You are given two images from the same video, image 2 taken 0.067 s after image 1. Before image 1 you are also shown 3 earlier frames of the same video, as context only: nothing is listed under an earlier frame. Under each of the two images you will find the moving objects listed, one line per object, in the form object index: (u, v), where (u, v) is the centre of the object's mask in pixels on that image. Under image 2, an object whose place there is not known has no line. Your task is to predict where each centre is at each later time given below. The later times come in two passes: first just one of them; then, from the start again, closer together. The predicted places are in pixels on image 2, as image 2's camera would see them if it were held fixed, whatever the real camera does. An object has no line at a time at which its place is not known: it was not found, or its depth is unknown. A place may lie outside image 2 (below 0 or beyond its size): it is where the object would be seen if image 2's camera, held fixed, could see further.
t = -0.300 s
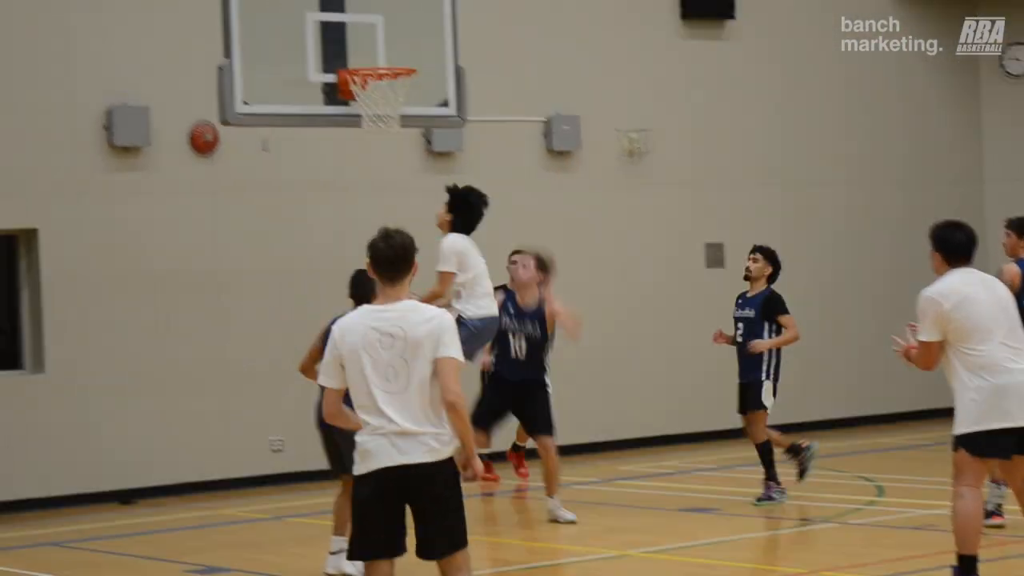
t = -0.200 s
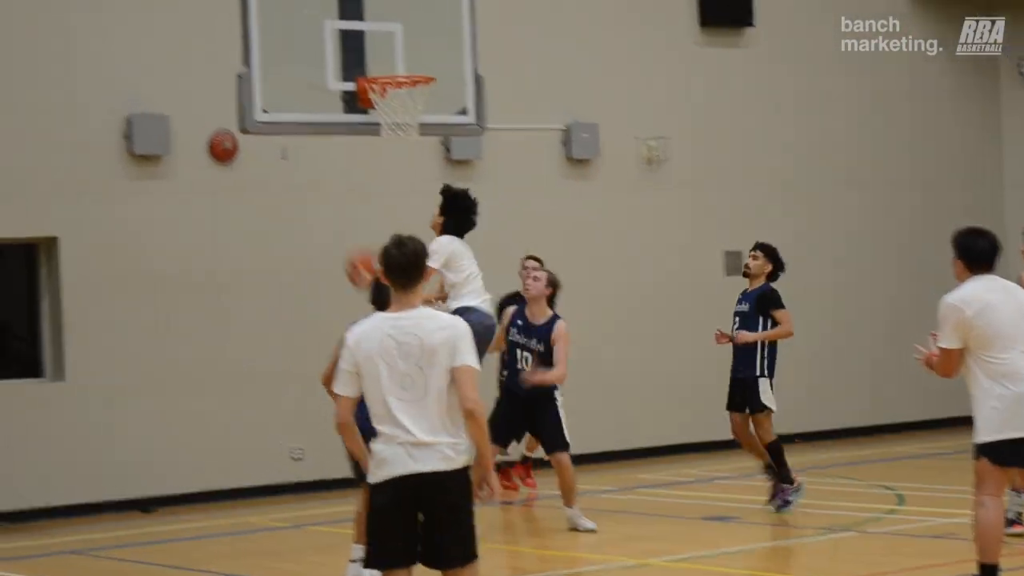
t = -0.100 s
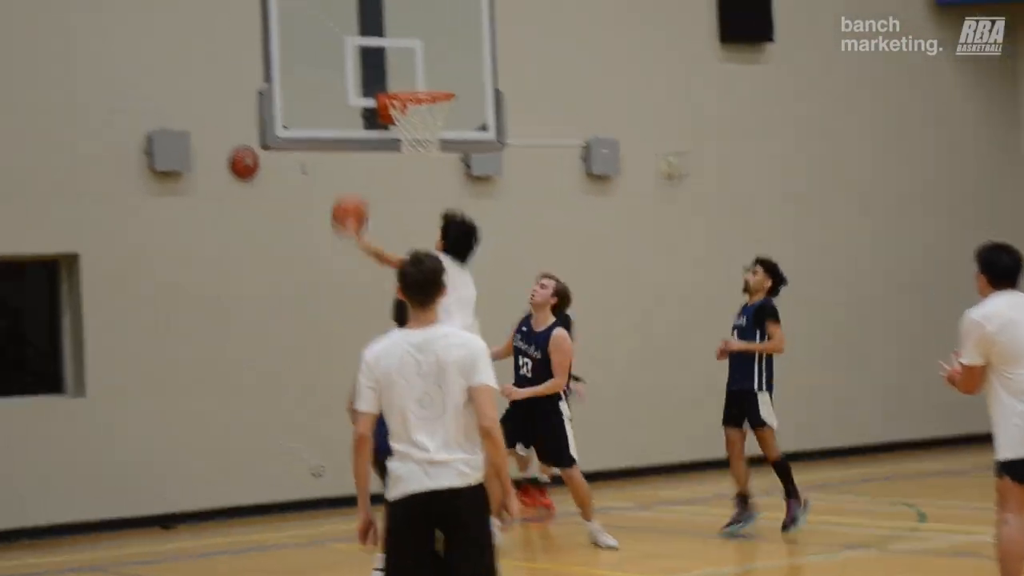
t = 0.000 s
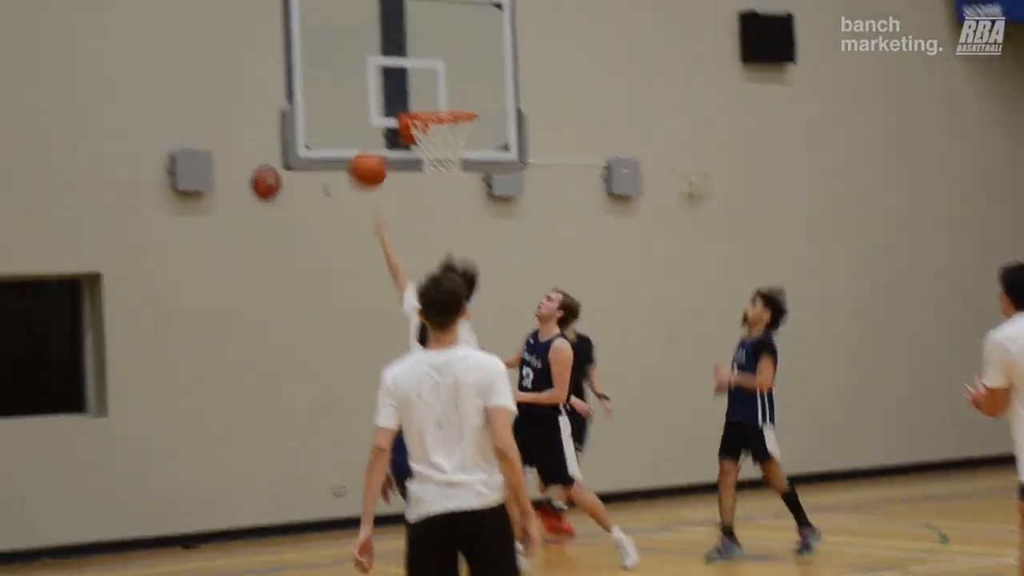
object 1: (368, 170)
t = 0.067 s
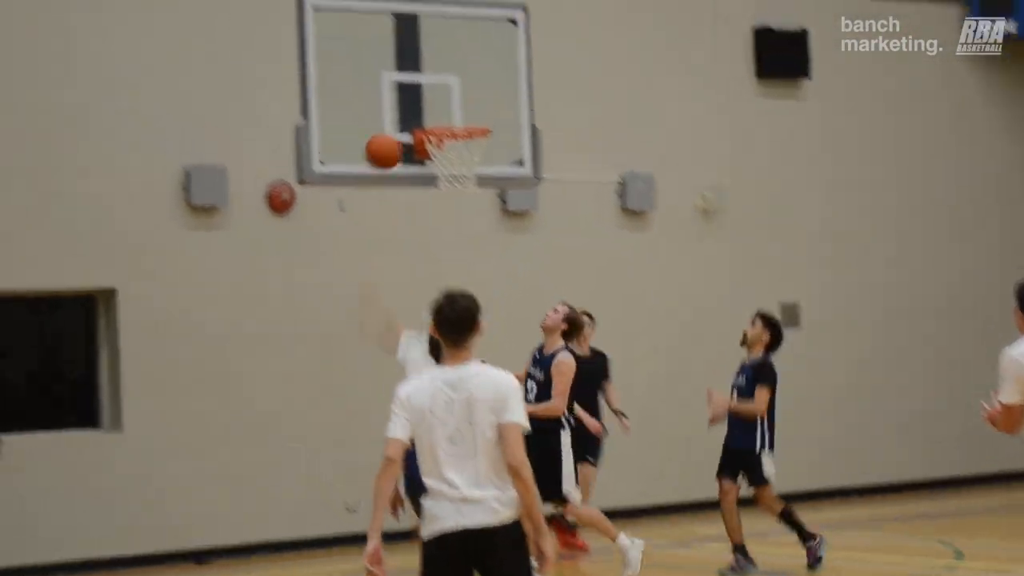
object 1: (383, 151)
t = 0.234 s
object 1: (385, 98)
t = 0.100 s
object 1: (383, 137)
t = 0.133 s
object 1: (384, 124)
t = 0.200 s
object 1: (385, 105)
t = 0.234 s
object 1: (385, 98)
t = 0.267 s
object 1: (386, 93)
